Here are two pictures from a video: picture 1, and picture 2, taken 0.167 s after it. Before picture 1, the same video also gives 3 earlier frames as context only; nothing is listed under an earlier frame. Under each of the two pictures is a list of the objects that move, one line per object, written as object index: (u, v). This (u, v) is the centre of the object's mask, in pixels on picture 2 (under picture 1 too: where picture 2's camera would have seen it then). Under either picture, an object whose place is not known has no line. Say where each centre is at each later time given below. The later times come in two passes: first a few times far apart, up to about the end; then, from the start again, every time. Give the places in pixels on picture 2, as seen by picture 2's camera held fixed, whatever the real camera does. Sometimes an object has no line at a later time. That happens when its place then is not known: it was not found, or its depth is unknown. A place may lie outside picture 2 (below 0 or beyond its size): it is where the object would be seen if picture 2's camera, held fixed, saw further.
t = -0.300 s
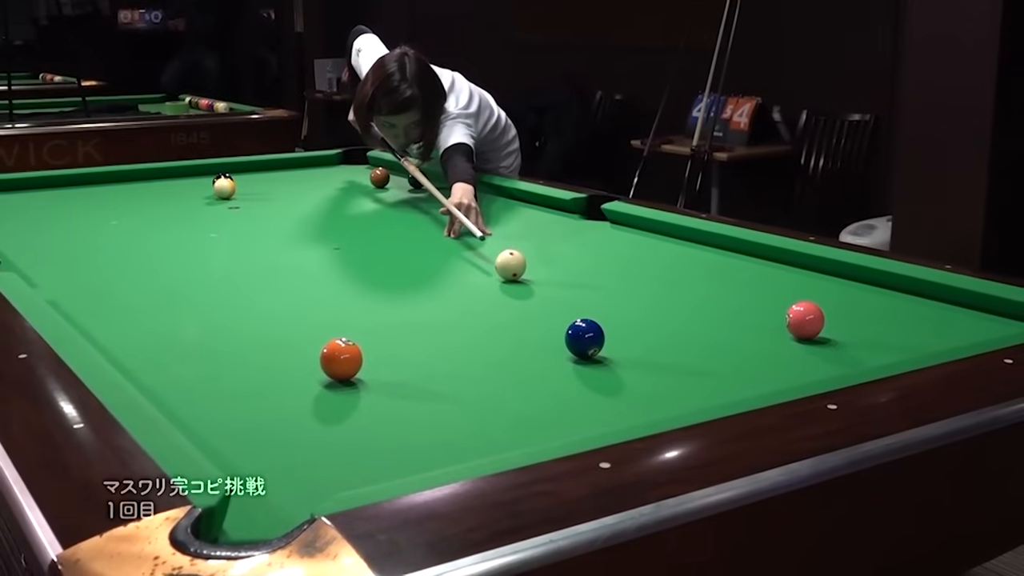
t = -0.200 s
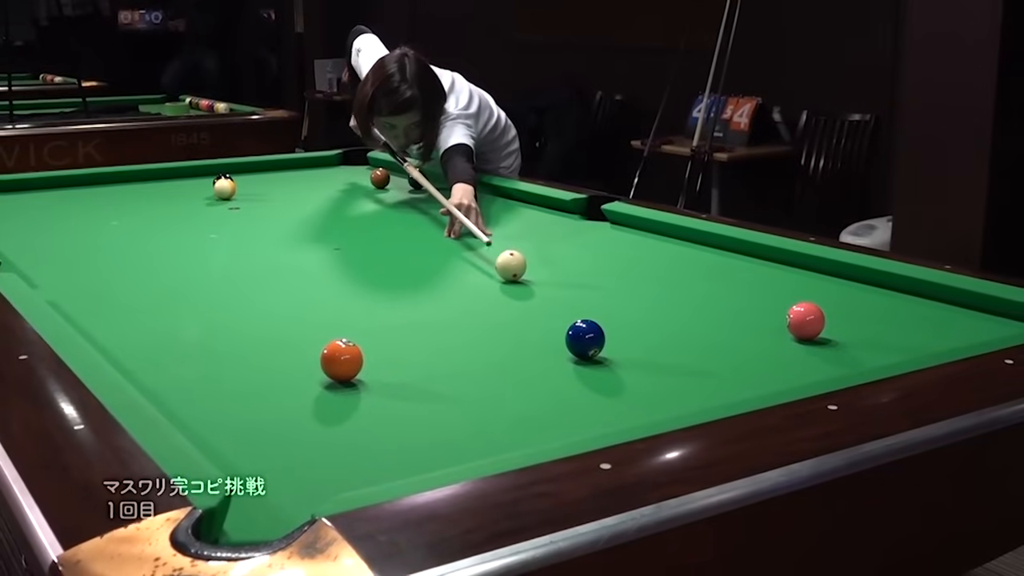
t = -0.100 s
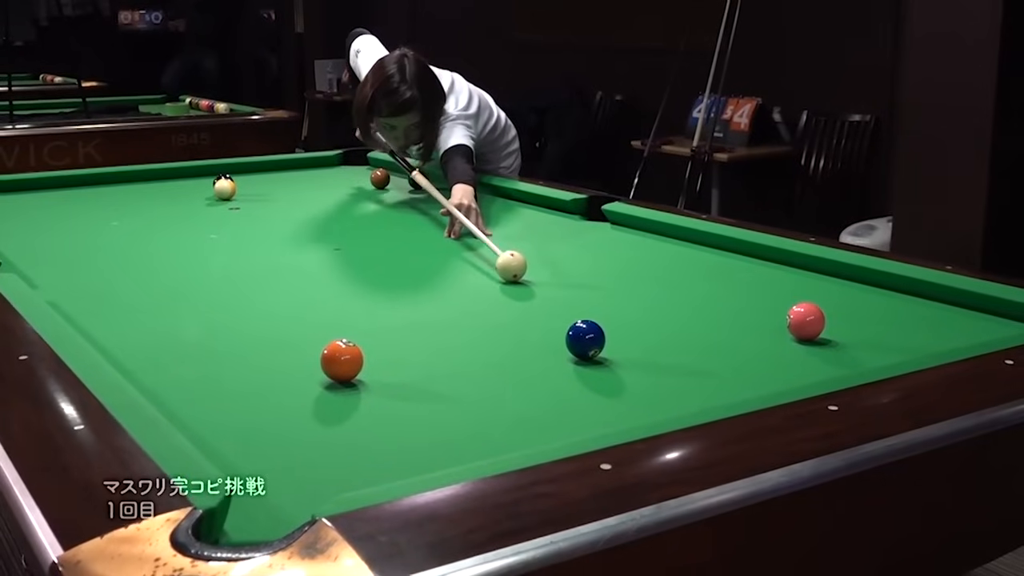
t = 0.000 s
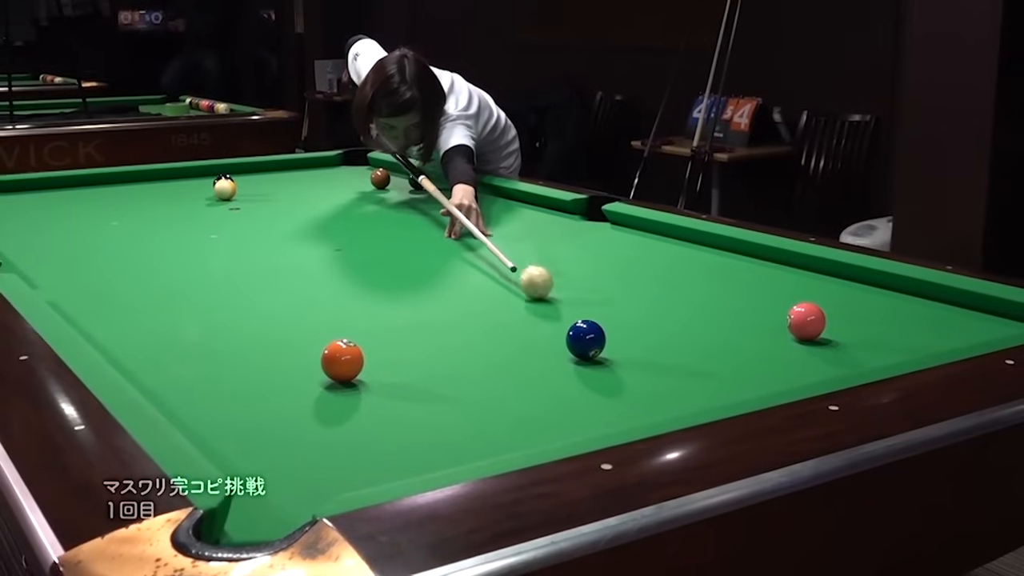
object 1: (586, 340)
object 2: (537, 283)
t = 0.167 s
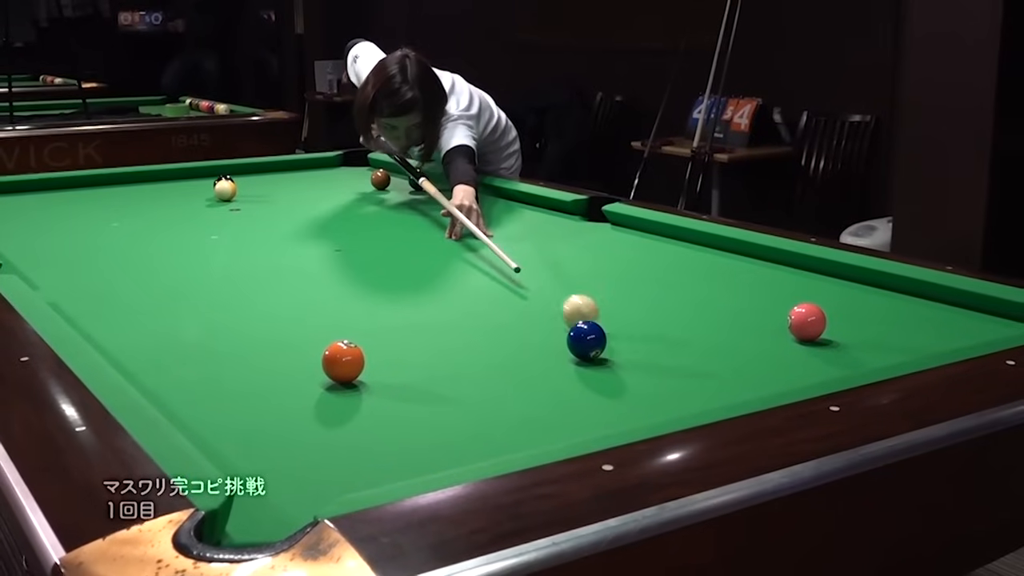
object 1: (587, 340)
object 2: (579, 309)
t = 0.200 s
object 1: (586, 340)
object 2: (591, 313)
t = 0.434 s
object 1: (549, 361)
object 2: (707, 353)
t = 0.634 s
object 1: (510, 382)
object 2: (807, 372)
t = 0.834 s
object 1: (468, 405)
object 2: (757, 359)
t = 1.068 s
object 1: (412, 435)
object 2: (711, 341)
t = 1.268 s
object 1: (360, 464)
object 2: (677, 328)
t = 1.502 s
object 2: (641, 314)
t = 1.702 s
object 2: (614, 304)
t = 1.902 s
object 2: (590, 294)
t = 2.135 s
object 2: (565, 284)
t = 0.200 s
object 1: (586, 340)
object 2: (591, 313)
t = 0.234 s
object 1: (586, 340)
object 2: (605, 322)
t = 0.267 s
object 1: (583, 342)
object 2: (615, 331)
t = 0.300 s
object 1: (575, 346)
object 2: (632, 335)
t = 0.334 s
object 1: (568, 350)
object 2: (651, 340)
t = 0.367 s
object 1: (562, 354)
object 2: (669, 344)
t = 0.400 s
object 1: (556, 357)
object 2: (687, 349)
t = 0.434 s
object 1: (549, 361)
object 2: (707, 353)
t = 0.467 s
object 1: (543, 364)
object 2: (725, 358)
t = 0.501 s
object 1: (537, 367)
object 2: (745, 364)
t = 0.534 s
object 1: (530, 371)
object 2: (765, 369)
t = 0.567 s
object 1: (524, 375)
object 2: (786, 370)
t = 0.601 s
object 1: (517, 378)
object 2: (806, 371)
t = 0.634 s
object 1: (510, 382)
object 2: (807, 372)
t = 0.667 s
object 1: (503, 385)
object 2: (796, 369)
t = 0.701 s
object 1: (496, 389)
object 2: (787, 369)
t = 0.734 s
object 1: (489, 393)
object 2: (779, 367)
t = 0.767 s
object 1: (482, 397)
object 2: (772, 365)
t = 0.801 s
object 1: (475, 401)
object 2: (764, 361)
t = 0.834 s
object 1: (468, 405)
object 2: (757, 359)
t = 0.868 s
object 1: (460, 409)
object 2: (750, 356)
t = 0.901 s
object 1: (452, 413)
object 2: (743, 353)
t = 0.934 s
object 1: (445, 418)
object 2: (736, 351)
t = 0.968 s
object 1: (437, 422)
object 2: (730, 349)
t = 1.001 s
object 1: (429, 426)
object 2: (724, 346)
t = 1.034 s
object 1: (421, 431)
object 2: (717, 343)
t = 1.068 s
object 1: (412, 435)
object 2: (711, 341)
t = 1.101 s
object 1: (404, 440)
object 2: (705, 339)
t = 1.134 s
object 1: (396, 445)
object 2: (699, 337)
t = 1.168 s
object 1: (387, 450)
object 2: (693, 334)
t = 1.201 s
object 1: (378, 454)
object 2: (688, 332)
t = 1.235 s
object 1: (369, 459)
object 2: (683, 330)
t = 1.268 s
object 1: (360, 464)
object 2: (677, 328)
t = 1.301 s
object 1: (350, 468)
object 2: (672, 326)
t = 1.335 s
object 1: (340, 473)
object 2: (666, 324)
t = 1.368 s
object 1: (330, 477)
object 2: (661, 322)
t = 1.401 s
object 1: (320, 483)
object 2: (656, 320)
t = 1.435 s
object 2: (651, 318)
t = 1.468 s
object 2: (646, 316)
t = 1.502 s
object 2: (641, 314)
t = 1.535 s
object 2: (636, 312)
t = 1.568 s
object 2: (631, 311)
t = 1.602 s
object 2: (627, 309)
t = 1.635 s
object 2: (623, 307)
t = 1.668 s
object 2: (618, 305)
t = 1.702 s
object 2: (614, 304)
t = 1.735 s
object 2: (609, 302)
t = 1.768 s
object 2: (606, 300)
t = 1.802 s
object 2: (602, 299)
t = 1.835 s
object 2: (598, 297)
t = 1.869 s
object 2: (594, 296)
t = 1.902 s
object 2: (590, 294)
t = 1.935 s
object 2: (586, 292)
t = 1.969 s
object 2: (582, 291)
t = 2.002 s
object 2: (579, 290)
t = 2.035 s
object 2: (575, 288)
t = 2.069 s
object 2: (572, 287)
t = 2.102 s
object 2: (568, 286)
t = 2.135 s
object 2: (565, 284)
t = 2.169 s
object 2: (562, 283)
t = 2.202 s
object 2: (558, 282)
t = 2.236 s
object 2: (555, 281)
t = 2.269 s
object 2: (552, 280)
